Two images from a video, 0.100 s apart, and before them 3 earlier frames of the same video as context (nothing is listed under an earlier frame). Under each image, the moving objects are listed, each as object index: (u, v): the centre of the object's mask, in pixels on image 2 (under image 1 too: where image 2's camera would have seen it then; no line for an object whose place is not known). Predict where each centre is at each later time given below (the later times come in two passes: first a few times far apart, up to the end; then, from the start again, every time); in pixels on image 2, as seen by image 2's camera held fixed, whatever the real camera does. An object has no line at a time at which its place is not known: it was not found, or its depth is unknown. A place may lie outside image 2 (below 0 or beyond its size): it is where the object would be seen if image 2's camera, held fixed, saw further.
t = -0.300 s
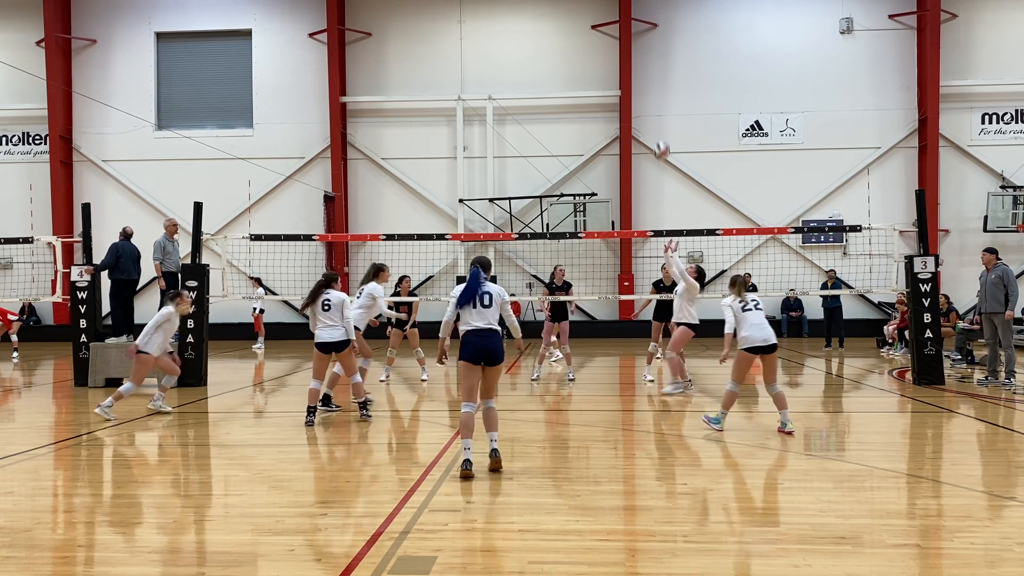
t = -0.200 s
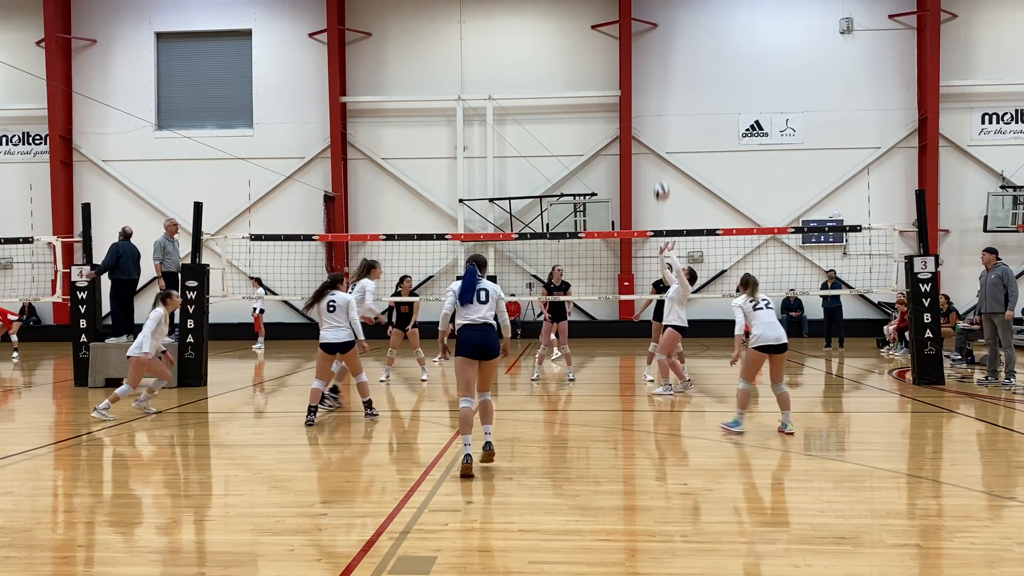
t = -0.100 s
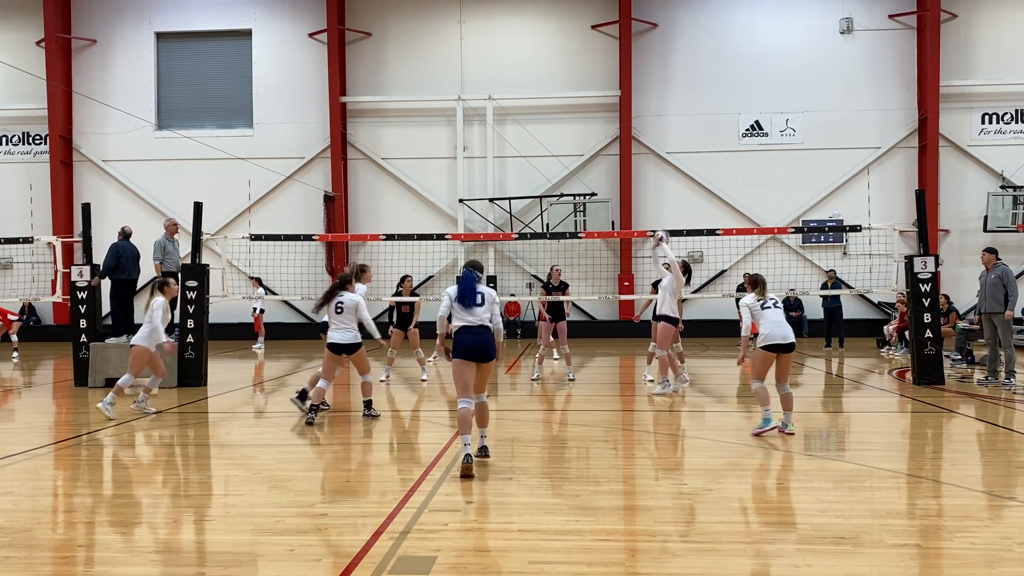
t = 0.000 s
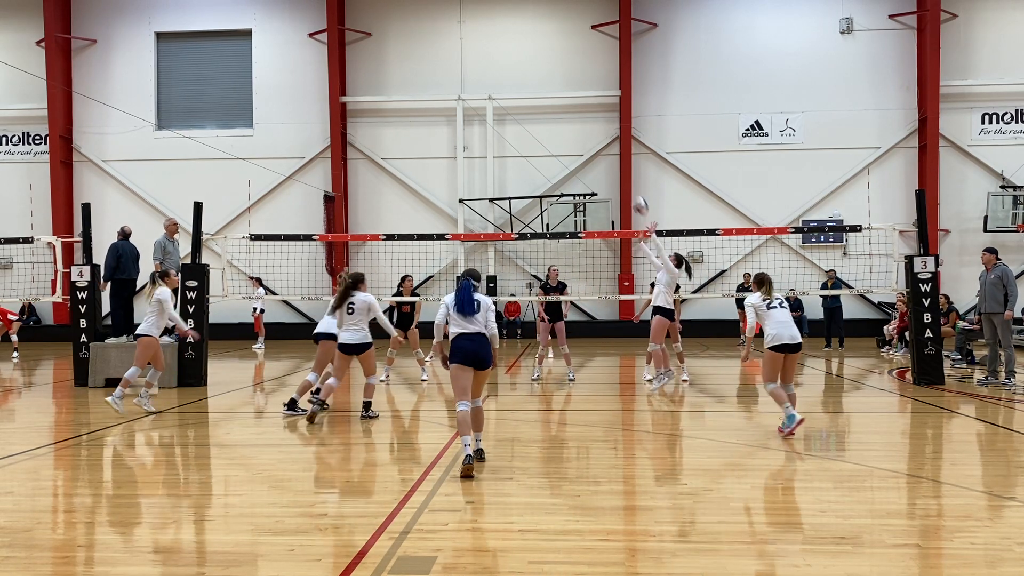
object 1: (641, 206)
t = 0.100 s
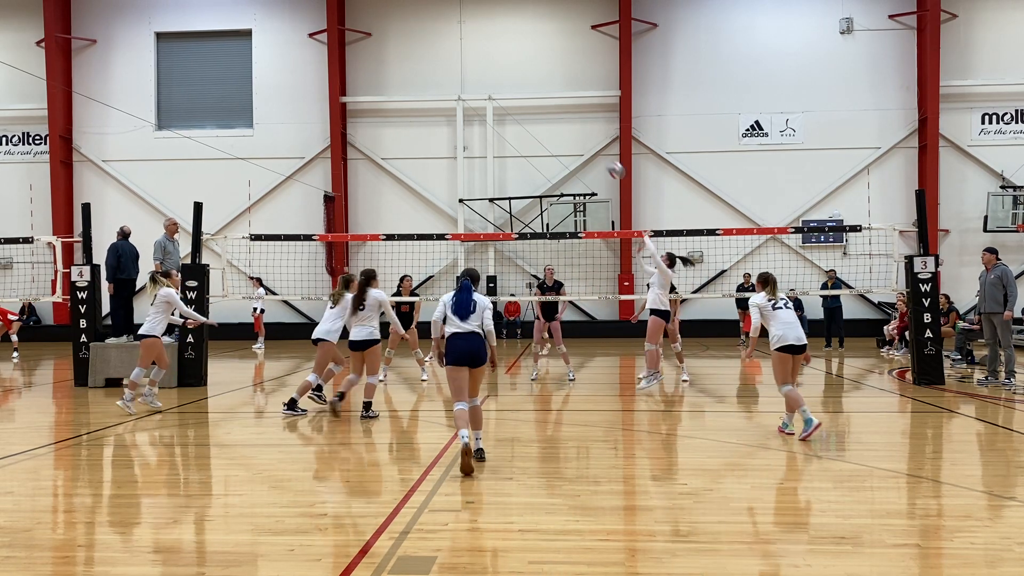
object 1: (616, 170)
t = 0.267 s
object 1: (576, 127)
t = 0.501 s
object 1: (522, 104)
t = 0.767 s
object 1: (464, 124)
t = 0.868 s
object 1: (442, 146)
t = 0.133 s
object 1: (607, 160)
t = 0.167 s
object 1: (600, 150)
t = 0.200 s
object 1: (591, 142)
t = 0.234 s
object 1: (584, 134)
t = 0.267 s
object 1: (576, 127)
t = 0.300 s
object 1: (568, 121)
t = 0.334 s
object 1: (561, 116)
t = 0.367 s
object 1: (552, 112)
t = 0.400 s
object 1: (545, 109)
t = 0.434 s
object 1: (537, 106)
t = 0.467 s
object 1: (530, 105)
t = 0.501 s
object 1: (522, 104)
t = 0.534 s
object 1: (514, 104)
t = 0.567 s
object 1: (507, 104)
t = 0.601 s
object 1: (499, 106)
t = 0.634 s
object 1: (493, 108)
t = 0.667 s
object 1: (485, 110)
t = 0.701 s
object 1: (478, 114)
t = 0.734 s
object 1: (471, 119)
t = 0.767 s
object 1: (464, 124)
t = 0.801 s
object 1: (456, 131)
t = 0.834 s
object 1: (449, 138)
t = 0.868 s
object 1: (442, 146)
